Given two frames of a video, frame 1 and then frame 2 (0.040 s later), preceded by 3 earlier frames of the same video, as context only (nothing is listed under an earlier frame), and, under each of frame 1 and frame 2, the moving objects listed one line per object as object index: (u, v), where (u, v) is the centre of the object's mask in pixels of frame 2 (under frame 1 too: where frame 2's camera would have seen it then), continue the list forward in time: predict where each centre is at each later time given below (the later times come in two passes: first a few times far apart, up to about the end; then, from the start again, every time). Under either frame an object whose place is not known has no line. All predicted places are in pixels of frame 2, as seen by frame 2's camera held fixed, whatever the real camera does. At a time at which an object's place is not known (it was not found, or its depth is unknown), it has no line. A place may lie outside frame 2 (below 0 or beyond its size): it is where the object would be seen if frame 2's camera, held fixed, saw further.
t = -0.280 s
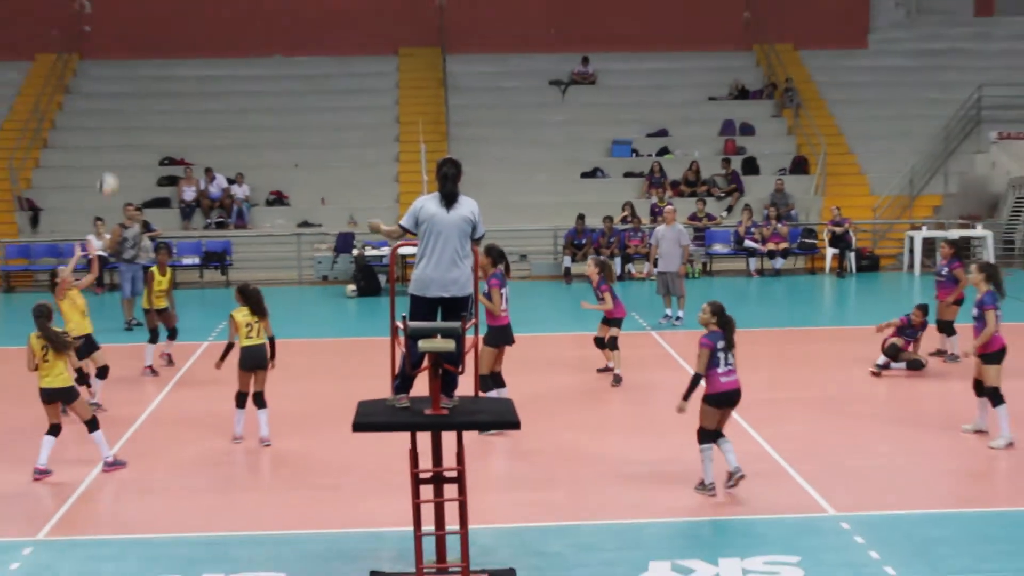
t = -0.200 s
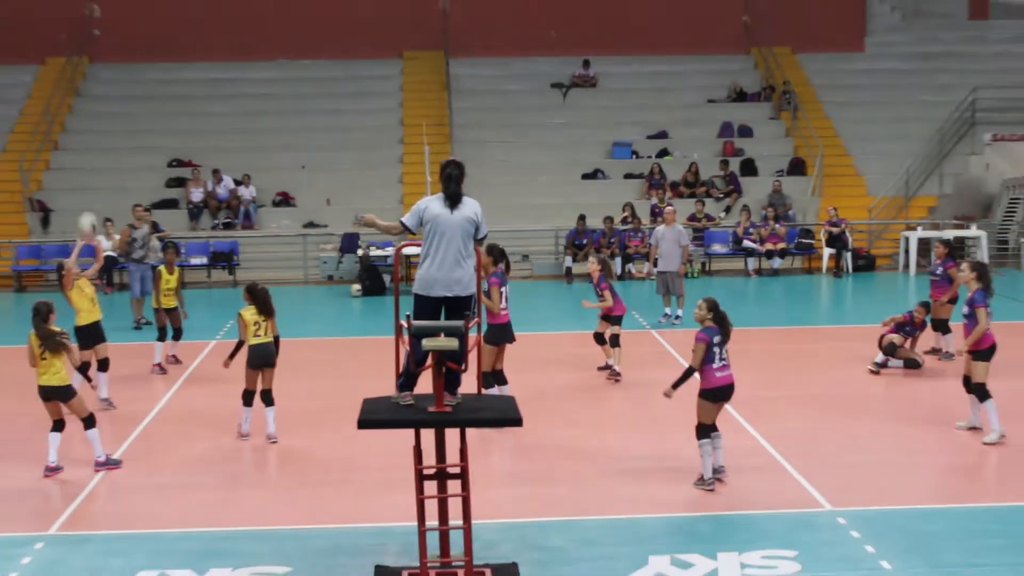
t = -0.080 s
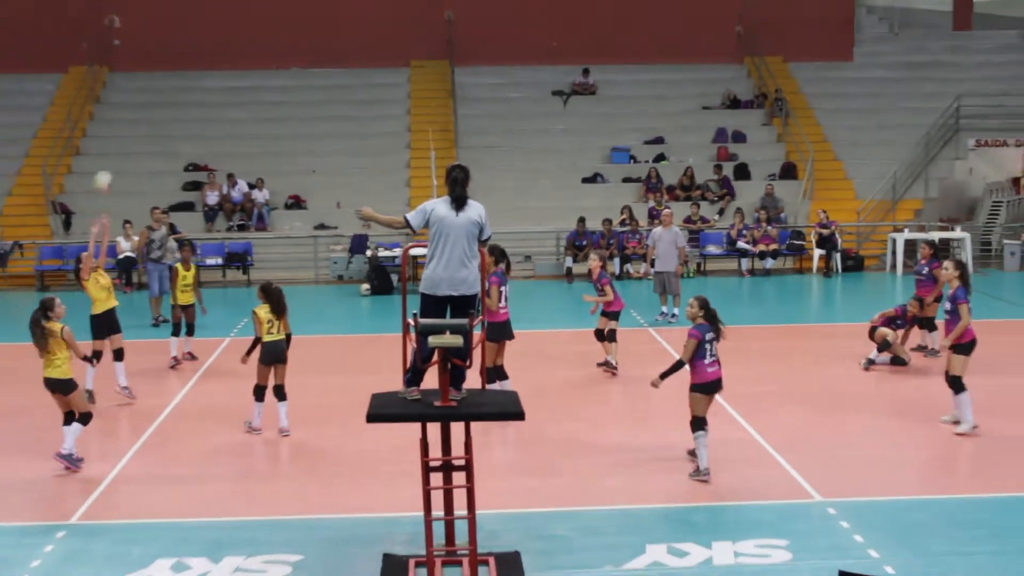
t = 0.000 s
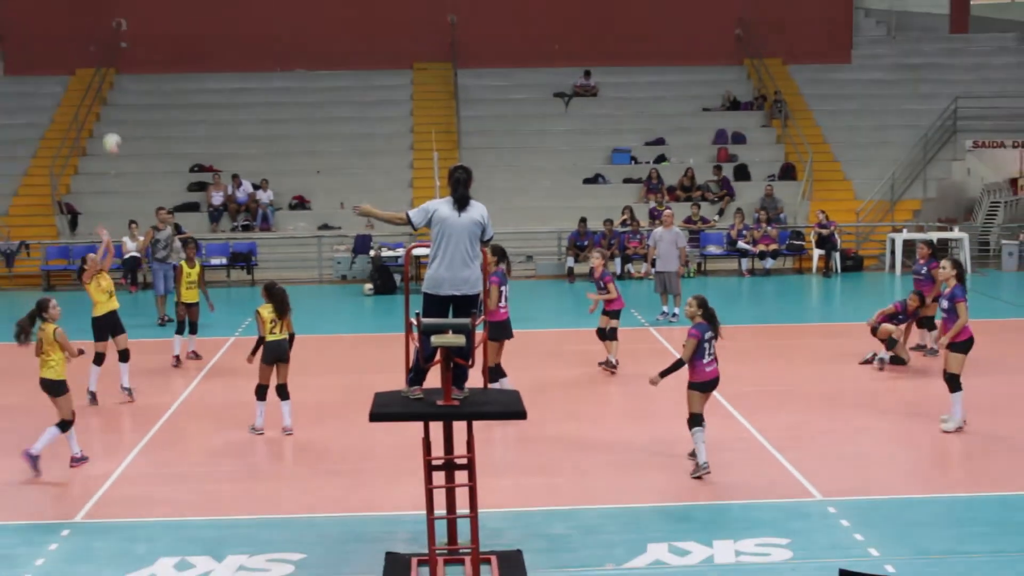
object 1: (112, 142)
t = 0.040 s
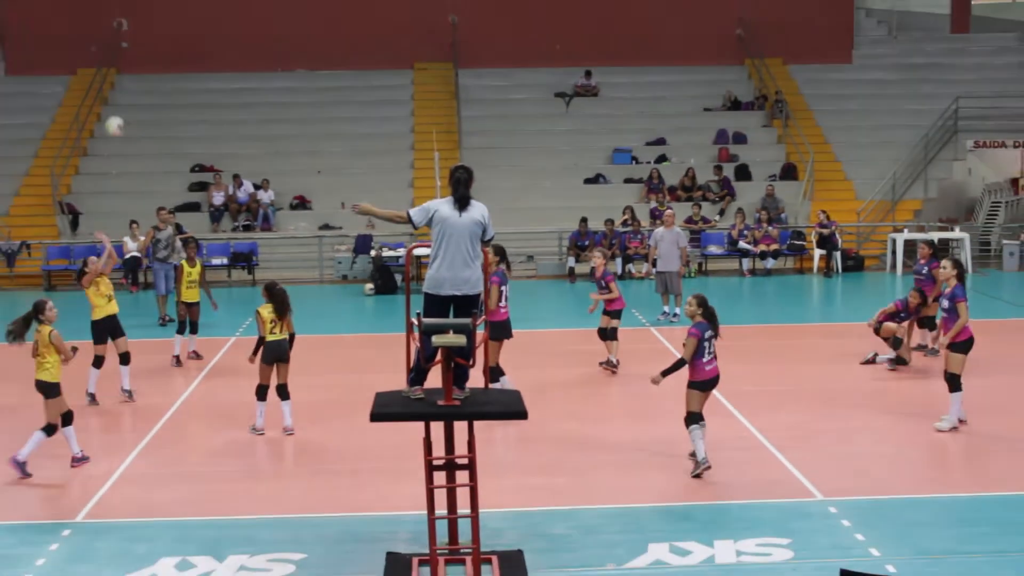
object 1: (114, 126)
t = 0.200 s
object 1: (124, 75)
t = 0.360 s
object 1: (134, 48)
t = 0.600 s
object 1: (151, 55)
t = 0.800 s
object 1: (166, 107)
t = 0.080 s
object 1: (116, 111)
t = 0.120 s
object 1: (119, 98)
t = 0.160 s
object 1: (122, 85)
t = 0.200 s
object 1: (124, 75)
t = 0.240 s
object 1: (127, 66)
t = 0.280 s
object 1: (129, 59)
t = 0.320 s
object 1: (132, 53)
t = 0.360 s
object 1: (134, 48)
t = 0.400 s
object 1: (137, 46)
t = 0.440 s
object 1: (139, 44)
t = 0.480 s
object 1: (142, 45)
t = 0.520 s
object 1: (145, 47)
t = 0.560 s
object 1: (148, 50)
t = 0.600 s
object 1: (151, 55)
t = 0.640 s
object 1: (154, 62)
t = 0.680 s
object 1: (157, 71)
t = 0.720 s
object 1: (160, 82)
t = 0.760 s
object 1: (163, 93)
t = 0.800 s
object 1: (166, 107)
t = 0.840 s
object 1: (170, 123)
